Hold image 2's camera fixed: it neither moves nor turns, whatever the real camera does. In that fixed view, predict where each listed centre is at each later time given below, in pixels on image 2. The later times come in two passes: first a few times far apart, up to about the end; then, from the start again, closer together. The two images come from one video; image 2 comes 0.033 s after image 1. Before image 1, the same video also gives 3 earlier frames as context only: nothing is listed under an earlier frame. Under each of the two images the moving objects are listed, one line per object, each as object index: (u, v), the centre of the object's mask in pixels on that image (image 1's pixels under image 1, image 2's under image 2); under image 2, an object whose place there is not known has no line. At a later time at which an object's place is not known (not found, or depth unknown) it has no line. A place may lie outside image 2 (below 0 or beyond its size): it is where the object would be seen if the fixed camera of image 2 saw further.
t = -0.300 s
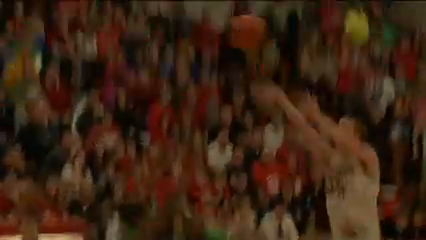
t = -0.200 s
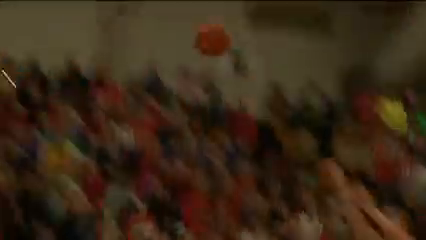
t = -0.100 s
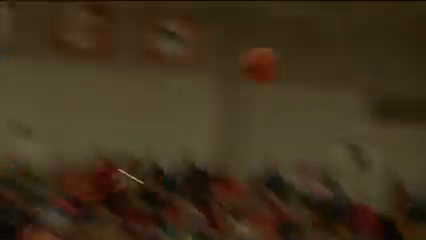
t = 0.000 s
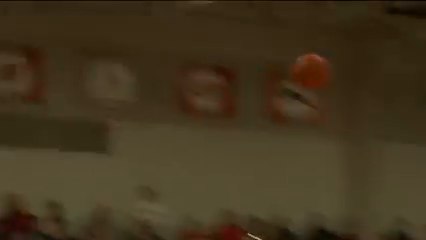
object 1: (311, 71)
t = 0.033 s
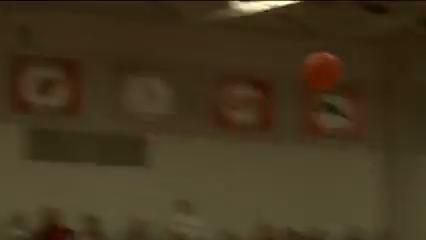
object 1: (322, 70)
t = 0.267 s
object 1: (136, 11)
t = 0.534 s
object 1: (-93, 42)
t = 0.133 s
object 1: (242, 35)
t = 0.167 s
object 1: (215, 26)
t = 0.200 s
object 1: (189, 19)
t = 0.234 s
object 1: (163, 15)
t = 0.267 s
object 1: (136, 11)
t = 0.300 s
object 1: (108, 9)
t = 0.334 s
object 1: (81, 8)
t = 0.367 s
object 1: (53, 9)
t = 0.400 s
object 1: (25, 13)
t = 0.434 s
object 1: (-5, 18)
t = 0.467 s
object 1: (-34, 23)
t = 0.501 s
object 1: (-63, 32)
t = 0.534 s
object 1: (-93, 42)
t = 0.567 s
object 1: (-127, 56)
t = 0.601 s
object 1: (-161, 71)
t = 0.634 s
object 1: (-194, 88)
